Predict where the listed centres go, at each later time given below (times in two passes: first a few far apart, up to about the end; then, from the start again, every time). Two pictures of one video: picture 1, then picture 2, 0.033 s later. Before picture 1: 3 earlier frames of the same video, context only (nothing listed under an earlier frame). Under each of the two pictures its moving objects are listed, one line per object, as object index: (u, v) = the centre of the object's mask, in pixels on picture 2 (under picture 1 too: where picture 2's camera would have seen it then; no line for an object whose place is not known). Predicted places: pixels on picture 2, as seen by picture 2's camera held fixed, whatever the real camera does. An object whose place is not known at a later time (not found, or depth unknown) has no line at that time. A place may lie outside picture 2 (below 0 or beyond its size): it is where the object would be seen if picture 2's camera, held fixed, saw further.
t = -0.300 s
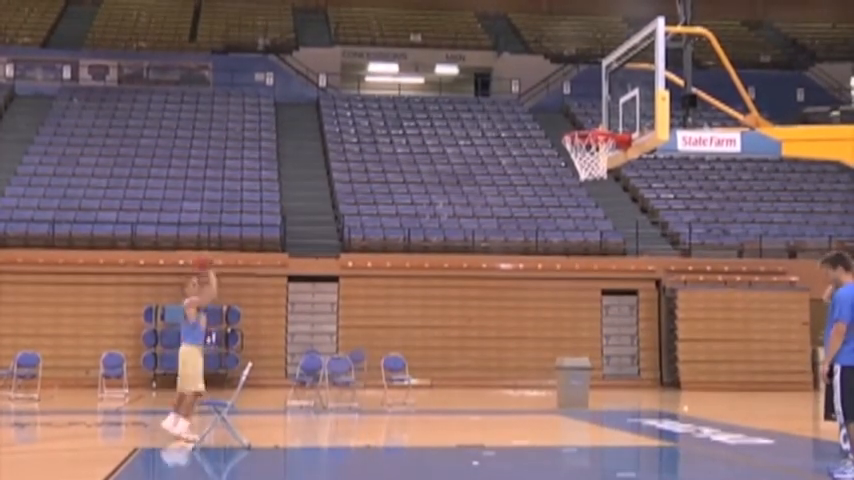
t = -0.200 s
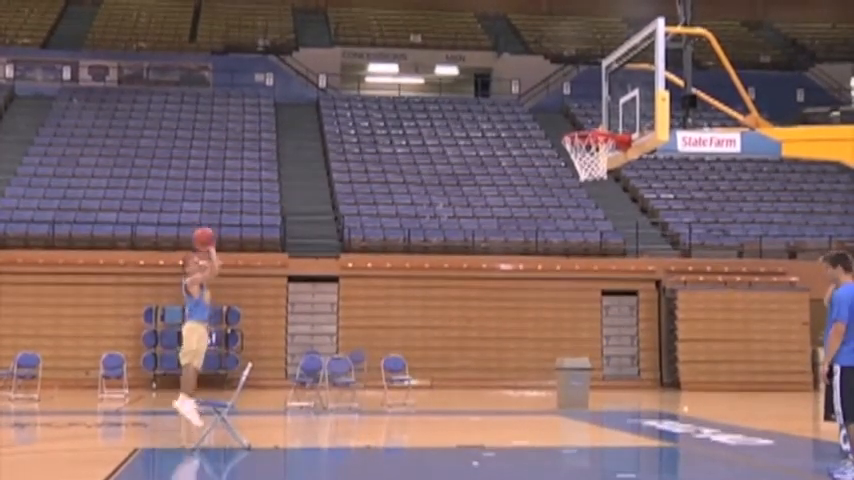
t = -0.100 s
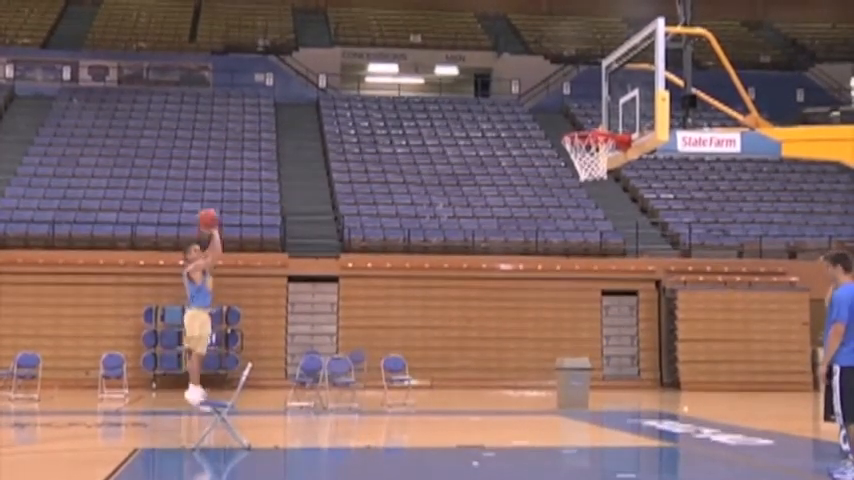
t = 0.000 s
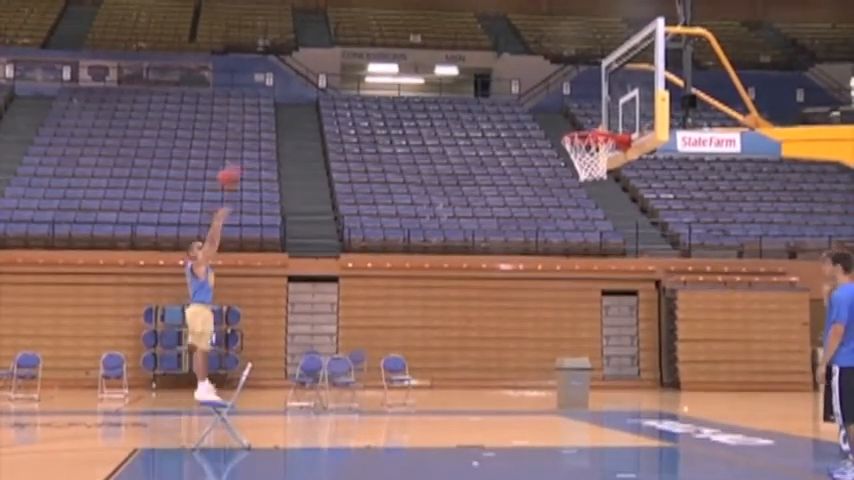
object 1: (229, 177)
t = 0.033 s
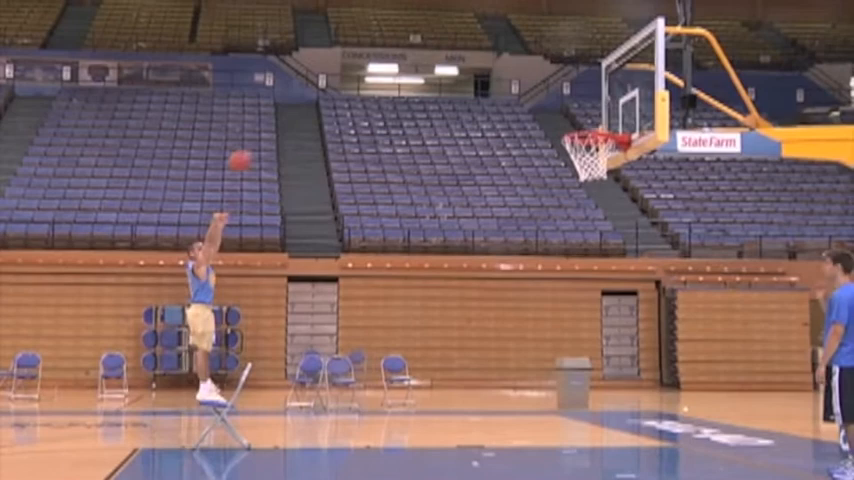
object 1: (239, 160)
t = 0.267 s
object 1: (317, 74)
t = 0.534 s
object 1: (409, 33)
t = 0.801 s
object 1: (507, 53)
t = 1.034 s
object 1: (596, 130)
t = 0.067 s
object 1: (251, 146)
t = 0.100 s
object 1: (262, 131)
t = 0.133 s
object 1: (273, 118)
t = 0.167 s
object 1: (284, 107)
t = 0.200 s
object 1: (295, 96)
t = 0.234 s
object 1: (306, 84)
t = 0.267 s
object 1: (317, 74)
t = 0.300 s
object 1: (328, 65)
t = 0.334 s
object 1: (339, 59)
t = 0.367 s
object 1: (352, 49)
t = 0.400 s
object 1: (363, 44)
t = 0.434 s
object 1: (374, 39)
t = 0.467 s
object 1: (386, 36)
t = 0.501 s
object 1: (397, 34)
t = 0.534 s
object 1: (409, 33)
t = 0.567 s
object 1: (421, 32)
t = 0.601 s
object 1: (434, 31)
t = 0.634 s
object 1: (445, 33)
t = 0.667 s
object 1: (458, 35)
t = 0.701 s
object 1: (470, 37)
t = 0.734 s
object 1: (483, 41)
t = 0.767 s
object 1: (495, 46)
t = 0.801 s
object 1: (507, 53)
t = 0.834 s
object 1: (521, 61)
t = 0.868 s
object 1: (534, 69)
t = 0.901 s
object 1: (546, 80)
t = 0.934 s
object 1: (560, 93)
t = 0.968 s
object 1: (572, 105)
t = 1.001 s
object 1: (585, 117)
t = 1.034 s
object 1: (596, 130)
